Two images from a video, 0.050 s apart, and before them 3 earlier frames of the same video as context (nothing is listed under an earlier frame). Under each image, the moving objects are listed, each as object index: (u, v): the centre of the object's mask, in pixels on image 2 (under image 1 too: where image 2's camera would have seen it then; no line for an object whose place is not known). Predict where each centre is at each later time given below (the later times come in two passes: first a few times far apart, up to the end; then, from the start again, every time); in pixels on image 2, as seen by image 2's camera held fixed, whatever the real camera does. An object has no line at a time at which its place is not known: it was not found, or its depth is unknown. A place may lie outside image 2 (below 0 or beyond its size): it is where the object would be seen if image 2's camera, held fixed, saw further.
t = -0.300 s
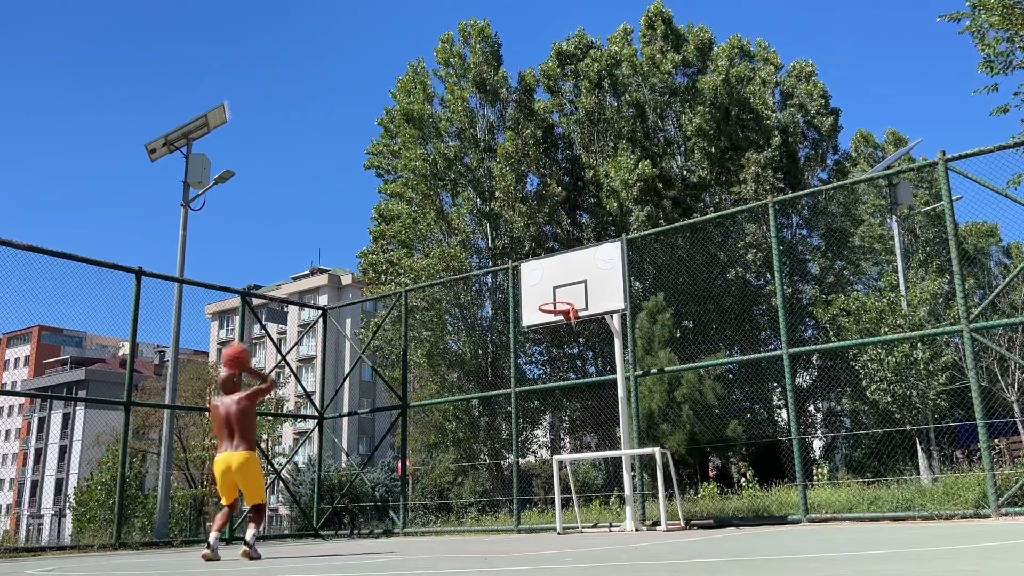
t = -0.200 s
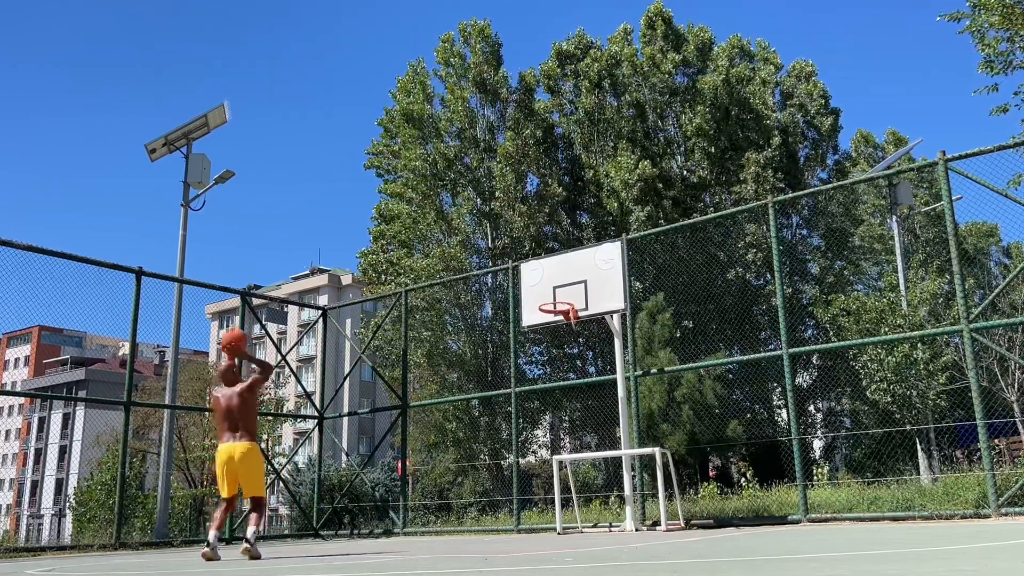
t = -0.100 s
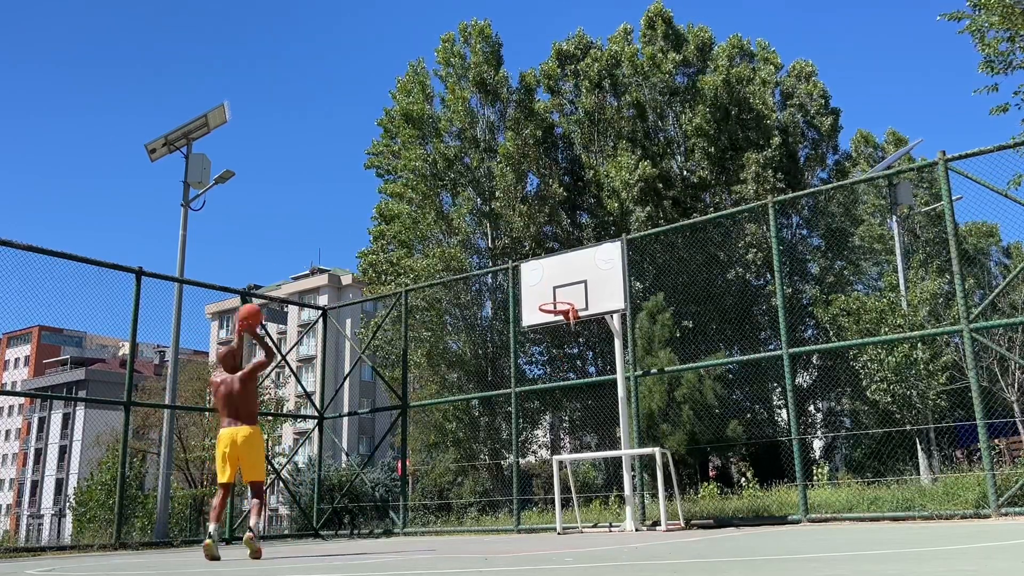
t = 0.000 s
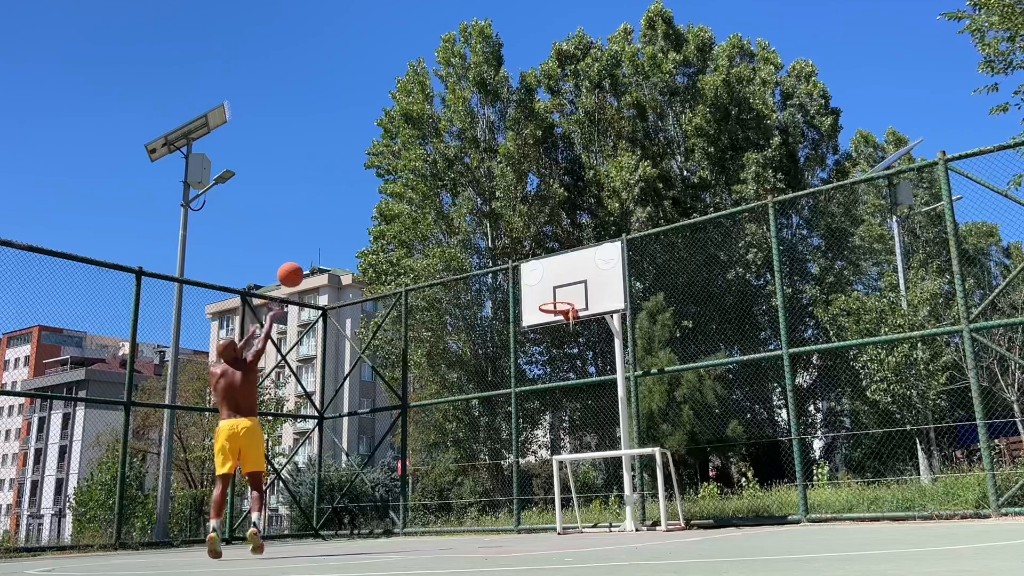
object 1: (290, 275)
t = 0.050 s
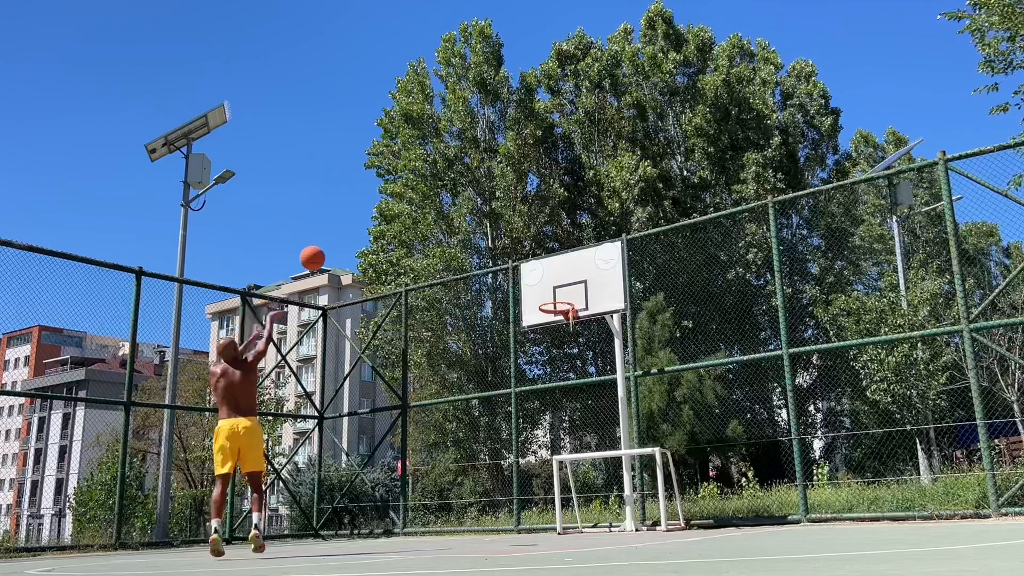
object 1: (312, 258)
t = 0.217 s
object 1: (376, 224)
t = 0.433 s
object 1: (444, 221)
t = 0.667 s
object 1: (505, 252)
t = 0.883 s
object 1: (555, 311)
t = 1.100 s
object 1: (602, 376)
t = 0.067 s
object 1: (319, 253)
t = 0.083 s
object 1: (326, 249)
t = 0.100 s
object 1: (333, 244)
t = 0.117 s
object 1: (339, 240)
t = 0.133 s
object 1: (346, 237)
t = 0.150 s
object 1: (352, 234)
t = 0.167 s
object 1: (358, 231)
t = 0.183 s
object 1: (364, 228)
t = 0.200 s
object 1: (370, 226)
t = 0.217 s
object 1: (376, 224)
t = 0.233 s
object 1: (383, 222)
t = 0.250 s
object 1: (387, 221)
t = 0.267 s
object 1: (394, 220)
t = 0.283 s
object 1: (399, 219)
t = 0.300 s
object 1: (405, 218)
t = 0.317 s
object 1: (409, 218)
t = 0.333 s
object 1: (414, 217)
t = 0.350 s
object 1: (419, 217)
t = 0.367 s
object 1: (425, 217)
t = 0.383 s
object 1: (430, 217)
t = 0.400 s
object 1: (437, 218)
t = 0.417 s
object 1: (440, 219)
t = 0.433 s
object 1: (444, 221)
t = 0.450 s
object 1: (450, 221)
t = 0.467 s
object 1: (454, 222)
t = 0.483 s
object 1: (459, 224)
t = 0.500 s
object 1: (464, 226)
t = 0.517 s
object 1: (469, 229)
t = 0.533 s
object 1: (472, 230)
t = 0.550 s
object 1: (477, 231)
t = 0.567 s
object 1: (480, 233)
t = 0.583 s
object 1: (487, 238)
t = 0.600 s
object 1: (489, 240)
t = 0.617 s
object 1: (494, 243)
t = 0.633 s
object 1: (499, 247)
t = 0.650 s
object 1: (502, 249)
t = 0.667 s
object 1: (505, 252)
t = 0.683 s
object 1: (511, 256)
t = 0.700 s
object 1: (514, 261)
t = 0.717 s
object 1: (519, 265)
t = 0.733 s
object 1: (522, 268)
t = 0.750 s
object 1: (526, 273)
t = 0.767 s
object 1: (529, 277)
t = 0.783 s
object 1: (534, 282)
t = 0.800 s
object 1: (537, 287)
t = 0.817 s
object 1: (541, 291)
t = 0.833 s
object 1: (545, 296)
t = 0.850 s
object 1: (548, 303)
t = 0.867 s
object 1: (552, 307)
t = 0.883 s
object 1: (555, 311)
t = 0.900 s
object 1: (559, 315)
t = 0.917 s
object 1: (561, 319)
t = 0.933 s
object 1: (564, 323)
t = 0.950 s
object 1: (569, 328)
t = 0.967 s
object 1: (573, 332)
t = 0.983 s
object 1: (576, 336)
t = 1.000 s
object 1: (581, 341)
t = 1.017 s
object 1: (583, 348)
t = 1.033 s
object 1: (588, 352)
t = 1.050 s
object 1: (590, 358)
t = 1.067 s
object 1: (595, 364)
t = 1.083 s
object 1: (598, 369)
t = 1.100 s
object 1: (602, 376)
